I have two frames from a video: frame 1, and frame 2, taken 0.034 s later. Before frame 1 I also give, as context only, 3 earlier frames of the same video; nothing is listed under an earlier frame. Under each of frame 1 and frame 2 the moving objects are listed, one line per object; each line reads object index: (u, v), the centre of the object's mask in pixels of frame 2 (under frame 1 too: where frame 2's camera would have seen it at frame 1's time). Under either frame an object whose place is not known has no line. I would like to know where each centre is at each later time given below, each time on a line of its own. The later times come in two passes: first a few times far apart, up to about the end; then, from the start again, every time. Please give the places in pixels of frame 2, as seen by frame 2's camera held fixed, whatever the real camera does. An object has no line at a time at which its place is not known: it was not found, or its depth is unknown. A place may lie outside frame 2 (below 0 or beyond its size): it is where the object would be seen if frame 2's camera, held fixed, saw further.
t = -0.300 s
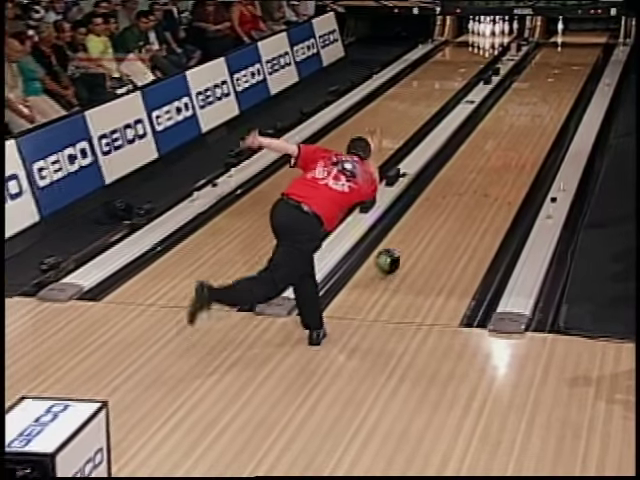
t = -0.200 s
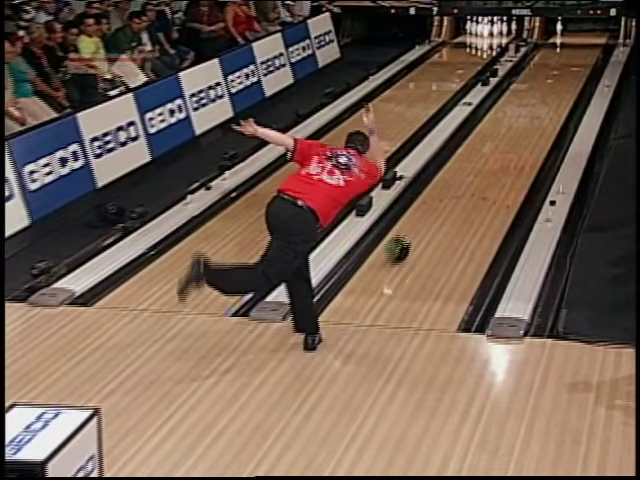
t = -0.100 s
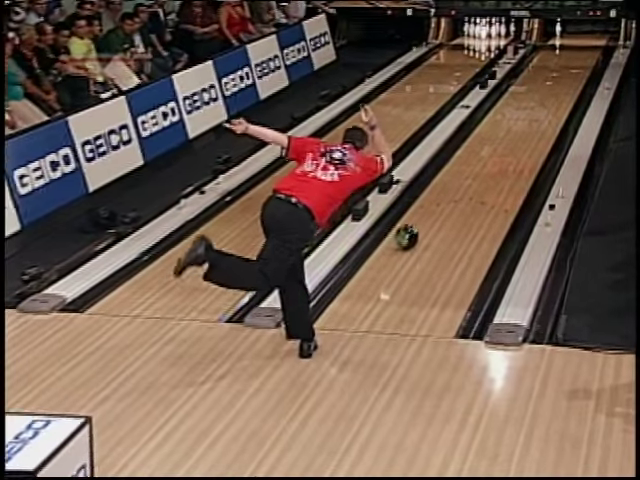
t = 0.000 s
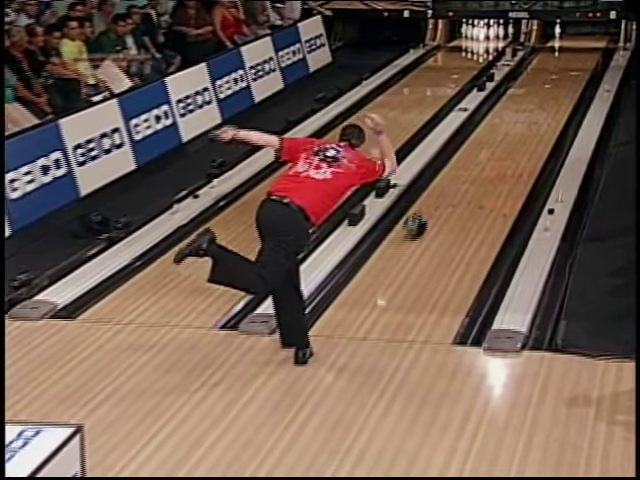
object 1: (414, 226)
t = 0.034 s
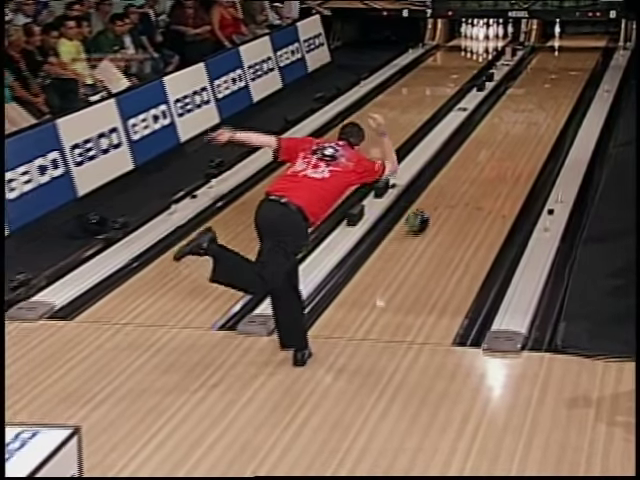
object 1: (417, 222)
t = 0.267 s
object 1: (439, 192)
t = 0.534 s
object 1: (460, 163)
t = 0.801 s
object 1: (477, 139)
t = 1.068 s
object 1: (491, 121)
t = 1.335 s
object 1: (501, 105)
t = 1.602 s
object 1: (510, 93)
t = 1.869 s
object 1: (518, 82)
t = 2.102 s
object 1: (524, 72)
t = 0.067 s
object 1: (421, 216)
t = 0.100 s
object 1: (424, 212)
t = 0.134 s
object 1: (427, 207)
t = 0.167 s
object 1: (431, 202)
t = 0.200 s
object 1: (434, 198)
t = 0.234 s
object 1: (436, 195)
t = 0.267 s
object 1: (439, 192)
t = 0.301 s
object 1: (442, 188)
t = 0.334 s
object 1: (445, 183)
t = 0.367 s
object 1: (448, 180)
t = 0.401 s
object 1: (450, 176)
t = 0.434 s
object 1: (452, 173)
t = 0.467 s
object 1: (456, 169)
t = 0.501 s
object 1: (458, 166)
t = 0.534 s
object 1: (460, 163)
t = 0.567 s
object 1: (462, 160)
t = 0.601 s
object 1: (464, 158)
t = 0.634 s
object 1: (466, 155)
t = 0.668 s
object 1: (469, 152)
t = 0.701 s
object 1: (471, 149)
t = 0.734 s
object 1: (473, 145)
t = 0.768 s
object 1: (474, 143)
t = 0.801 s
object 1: (477, 139)
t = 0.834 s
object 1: (479, 137)
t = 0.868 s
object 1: (481, 135)
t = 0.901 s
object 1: (482, 133)
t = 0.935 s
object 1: (485, 130)
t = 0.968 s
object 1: (486, 128)
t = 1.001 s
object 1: (487, 125)
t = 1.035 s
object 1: (489, 123)
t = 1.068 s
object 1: (491, 121)
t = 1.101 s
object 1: (492, 119)
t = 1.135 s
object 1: (493, 116)
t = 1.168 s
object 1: (495, 115)
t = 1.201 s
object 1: (496, 114)
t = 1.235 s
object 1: (497, 111)
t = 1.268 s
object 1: (498, 109)
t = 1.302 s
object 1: (500, 107)
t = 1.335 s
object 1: (501, 105)
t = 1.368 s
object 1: (502, 104)
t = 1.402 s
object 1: (503, 102)
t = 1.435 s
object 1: (505, 99)
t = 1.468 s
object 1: (505, 99)
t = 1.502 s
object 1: (507, 97)
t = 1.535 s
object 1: (508, 95)
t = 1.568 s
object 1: (509, 94)
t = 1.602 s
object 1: (510, 93)
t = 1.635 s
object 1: (511, 91)
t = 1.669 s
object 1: (512, 89)
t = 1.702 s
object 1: (513, 88)
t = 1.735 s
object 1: (515, 86)
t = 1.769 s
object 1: (516, 84)
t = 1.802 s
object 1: (516, 84)
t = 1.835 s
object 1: (517, 82)
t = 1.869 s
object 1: (518, 82)
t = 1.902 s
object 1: (519, 80)
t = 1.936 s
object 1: (520, 78)
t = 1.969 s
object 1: (521, 78)
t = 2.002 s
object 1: (521, 77)
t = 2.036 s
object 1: (522, 75)
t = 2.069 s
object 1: (524, 73)
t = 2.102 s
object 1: (524, 72)
